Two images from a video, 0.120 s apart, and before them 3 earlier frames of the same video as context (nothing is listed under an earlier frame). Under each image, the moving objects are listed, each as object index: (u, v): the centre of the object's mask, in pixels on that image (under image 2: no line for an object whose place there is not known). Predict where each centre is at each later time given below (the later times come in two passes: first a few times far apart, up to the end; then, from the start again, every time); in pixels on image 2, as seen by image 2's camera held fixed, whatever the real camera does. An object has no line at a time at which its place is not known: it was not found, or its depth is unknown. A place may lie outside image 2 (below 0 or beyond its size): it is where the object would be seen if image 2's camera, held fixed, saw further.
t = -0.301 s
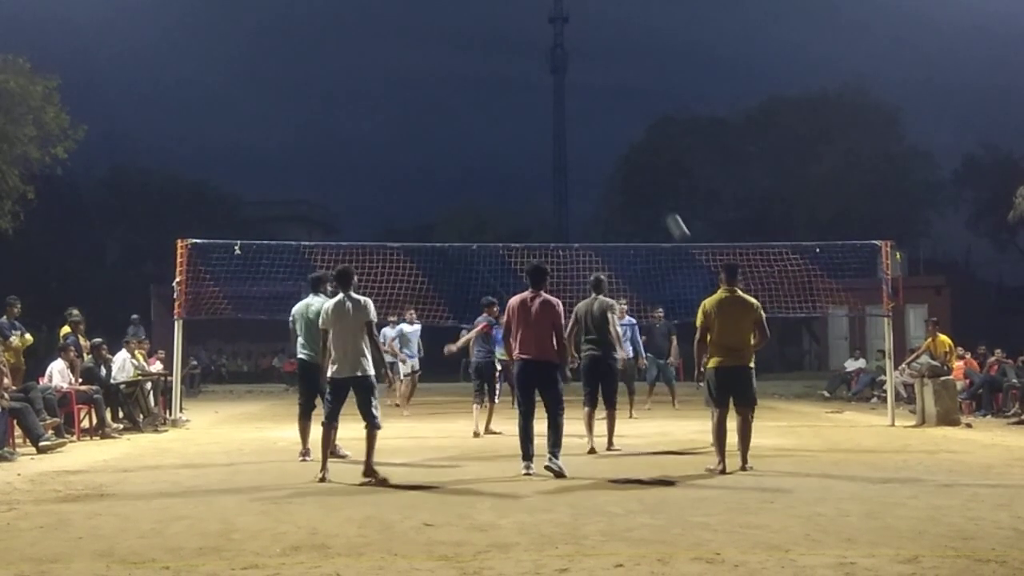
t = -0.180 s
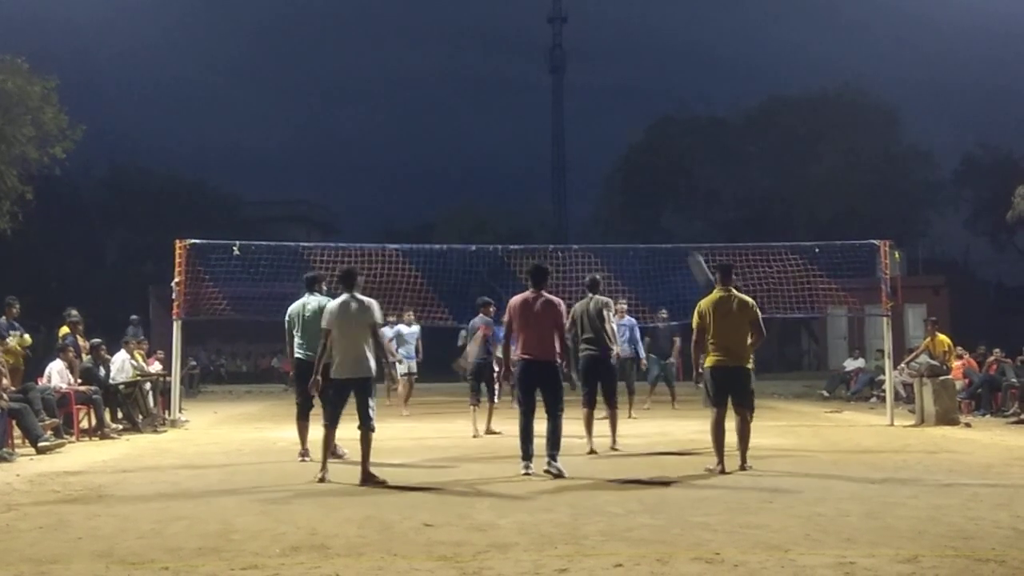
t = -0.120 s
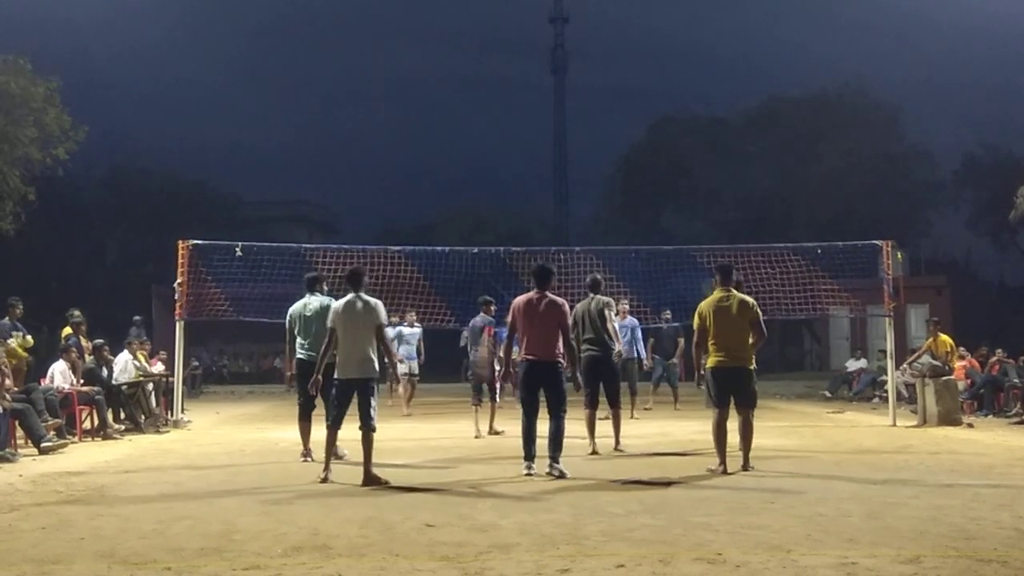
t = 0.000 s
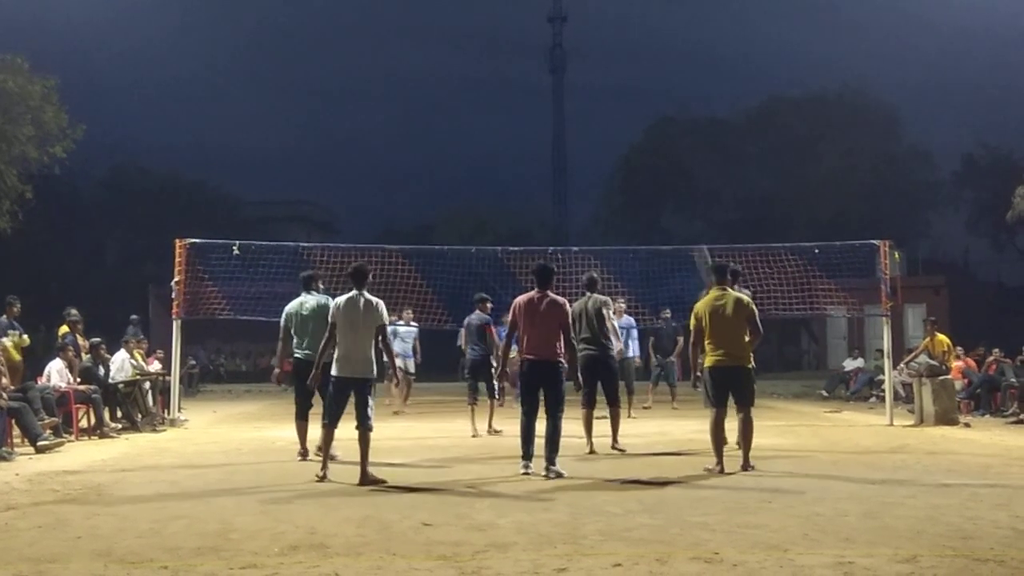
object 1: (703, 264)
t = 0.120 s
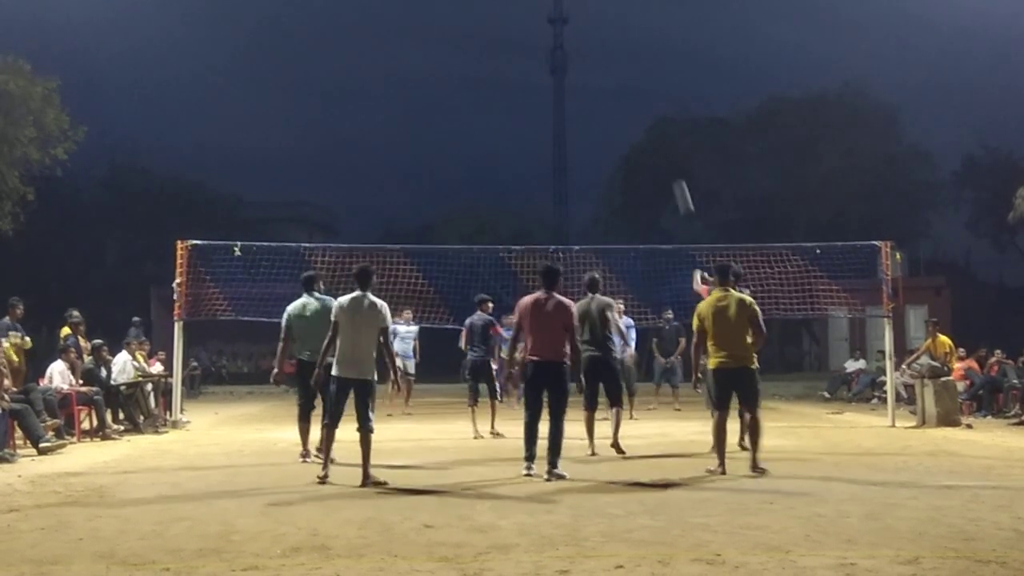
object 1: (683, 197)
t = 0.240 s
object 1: (662, 146)
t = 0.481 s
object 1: (628, 89)
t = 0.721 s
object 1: (600, 80)
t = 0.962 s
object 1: (579, 106)
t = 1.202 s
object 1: (561, 160)
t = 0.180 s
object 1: (672, 169)
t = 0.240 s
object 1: (662, 146)
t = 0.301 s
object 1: (652, 126)
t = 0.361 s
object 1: (643, 110)
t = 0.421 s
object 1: (635, 98)
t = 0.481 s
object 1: (628, 89)
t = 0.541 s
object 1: (621, 83)
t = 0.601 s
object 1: (613, 80)
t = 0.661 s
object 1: (607, 79)
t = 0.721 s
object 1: (600, 80)
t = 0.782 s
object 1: (595, 83)
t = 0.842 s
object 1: (589, 89)
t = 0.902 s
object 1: (584, 97)
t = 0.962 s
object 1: (579, 106)
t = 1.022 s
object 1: (574, 117)
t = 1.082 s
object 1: (570, 130)
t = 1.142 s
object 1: (565, 145)
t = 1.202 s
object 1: (561, 160)
